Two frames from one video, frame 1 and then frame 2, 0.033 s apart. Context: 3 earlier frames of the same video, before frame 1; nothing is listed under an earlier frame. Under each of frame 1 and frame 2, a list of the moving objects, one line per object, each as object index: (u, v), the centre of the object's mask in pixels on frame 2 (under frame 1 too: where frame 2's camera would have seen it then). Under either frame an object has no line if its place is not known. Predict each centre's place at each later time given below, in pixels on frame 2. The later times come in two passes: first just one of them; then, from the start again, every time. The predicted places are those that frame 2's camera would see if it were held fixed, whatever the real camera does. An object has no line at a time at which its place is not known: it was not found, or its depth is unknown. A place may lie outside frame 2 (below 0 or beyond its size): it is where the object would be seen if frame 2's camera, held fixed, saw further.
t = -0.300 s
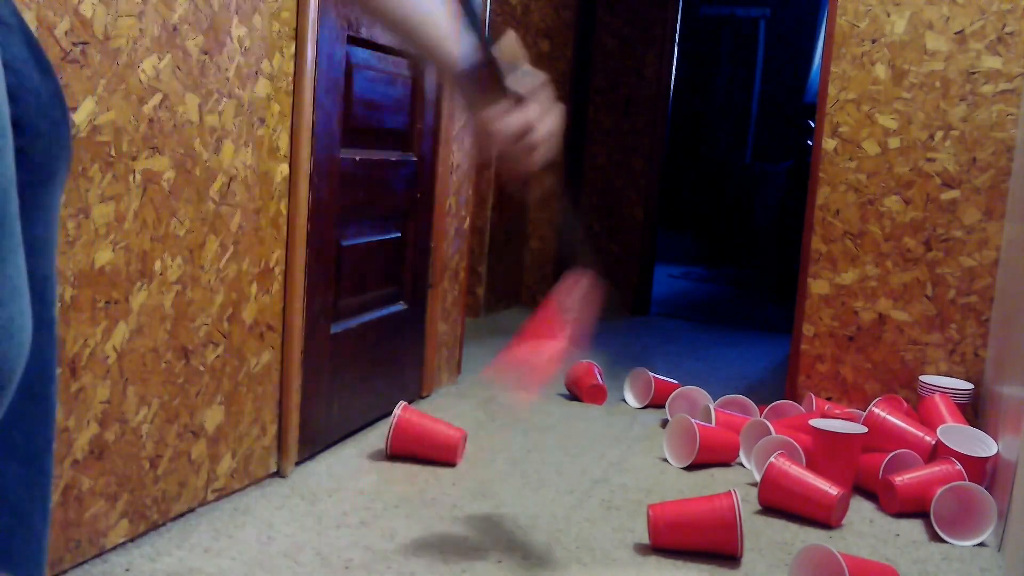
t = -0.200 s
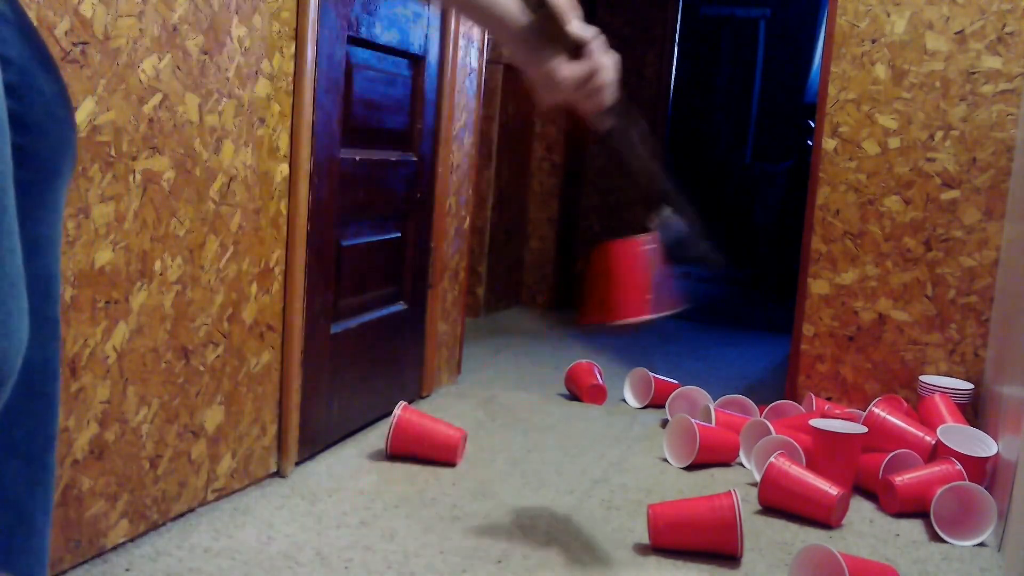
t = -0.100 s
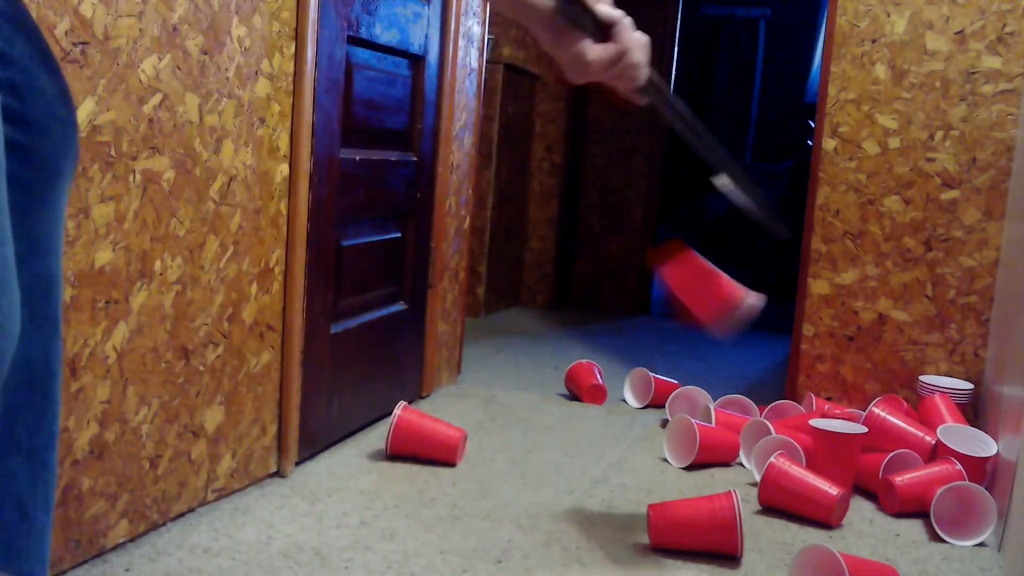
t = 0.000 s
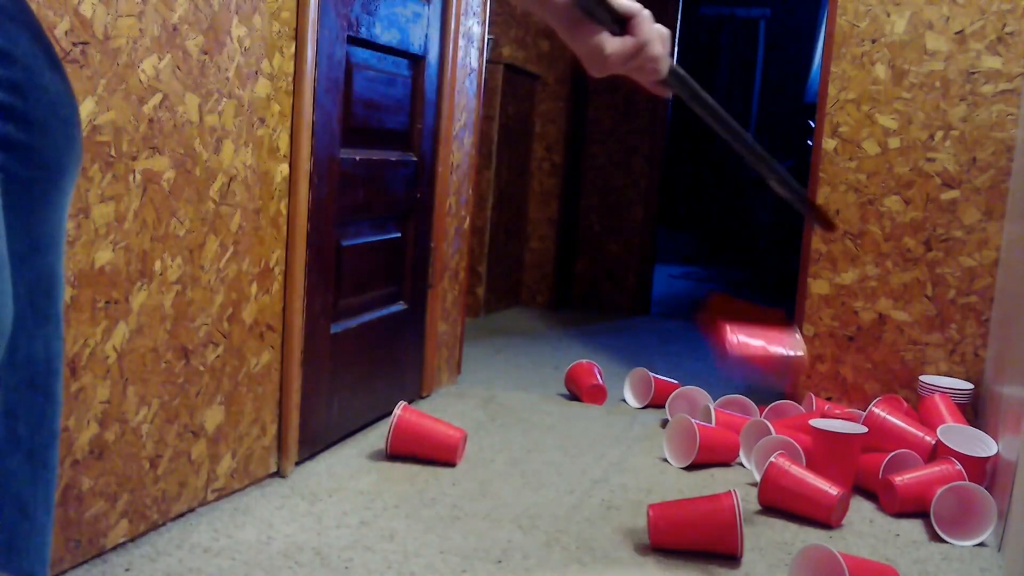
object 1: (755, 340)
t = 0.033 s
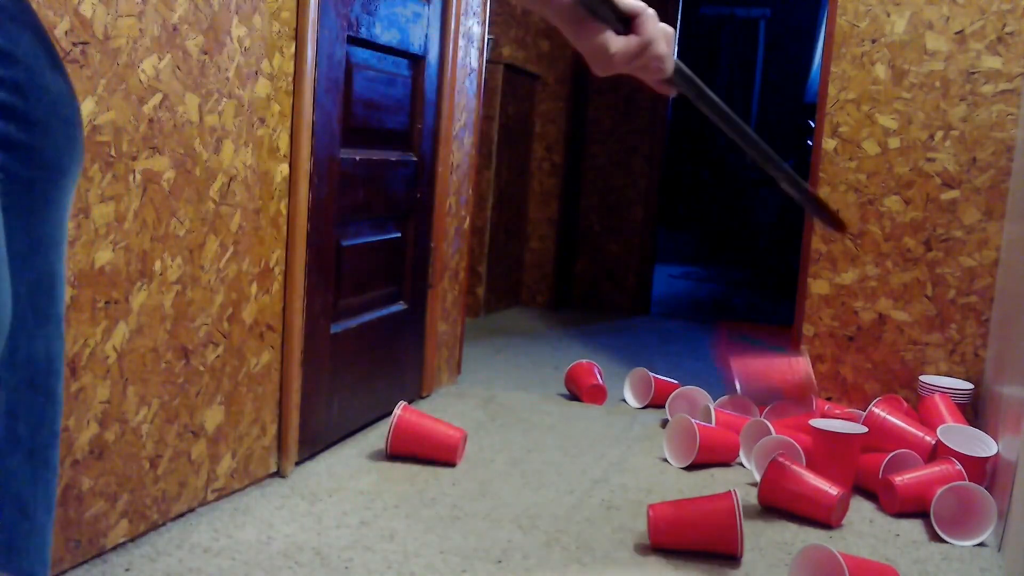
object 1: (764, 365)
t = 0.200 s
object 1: (808, 377)
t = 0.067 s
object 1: (780, 392)
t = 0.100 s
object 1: (795, 418)
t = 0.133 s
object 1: (801, 398)
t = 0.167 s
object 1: (801, 385)
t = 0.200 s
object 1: (808, 377)
